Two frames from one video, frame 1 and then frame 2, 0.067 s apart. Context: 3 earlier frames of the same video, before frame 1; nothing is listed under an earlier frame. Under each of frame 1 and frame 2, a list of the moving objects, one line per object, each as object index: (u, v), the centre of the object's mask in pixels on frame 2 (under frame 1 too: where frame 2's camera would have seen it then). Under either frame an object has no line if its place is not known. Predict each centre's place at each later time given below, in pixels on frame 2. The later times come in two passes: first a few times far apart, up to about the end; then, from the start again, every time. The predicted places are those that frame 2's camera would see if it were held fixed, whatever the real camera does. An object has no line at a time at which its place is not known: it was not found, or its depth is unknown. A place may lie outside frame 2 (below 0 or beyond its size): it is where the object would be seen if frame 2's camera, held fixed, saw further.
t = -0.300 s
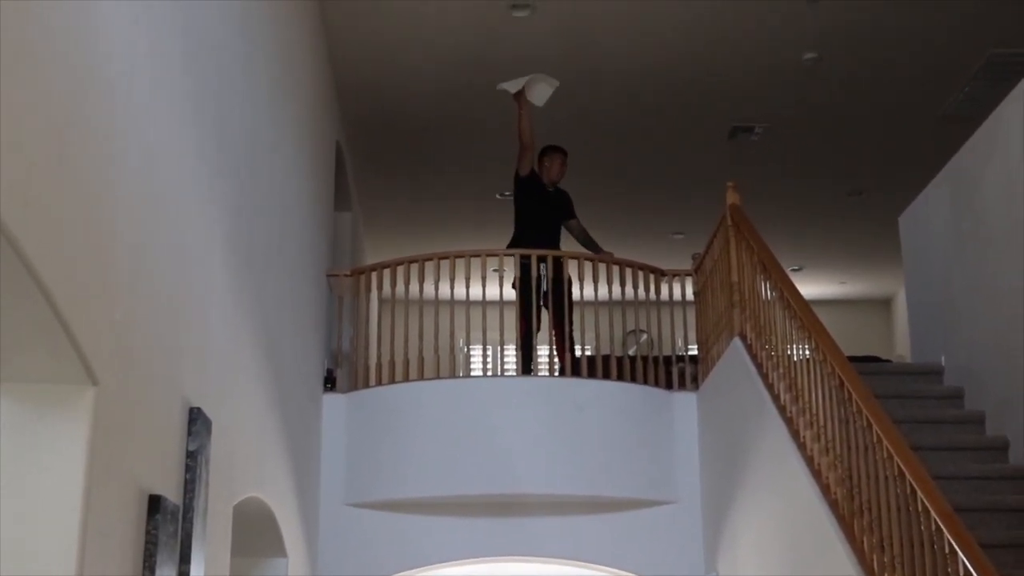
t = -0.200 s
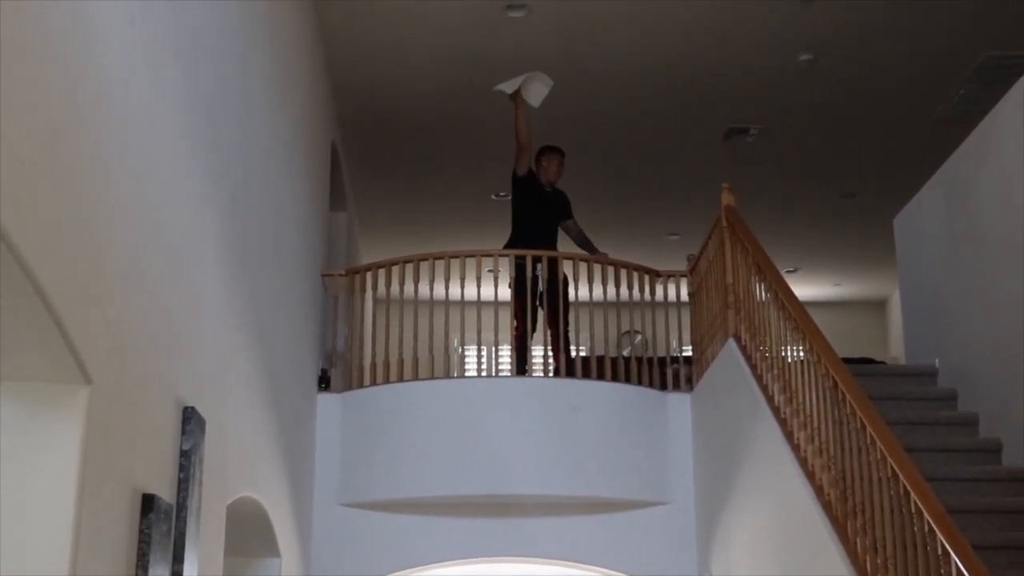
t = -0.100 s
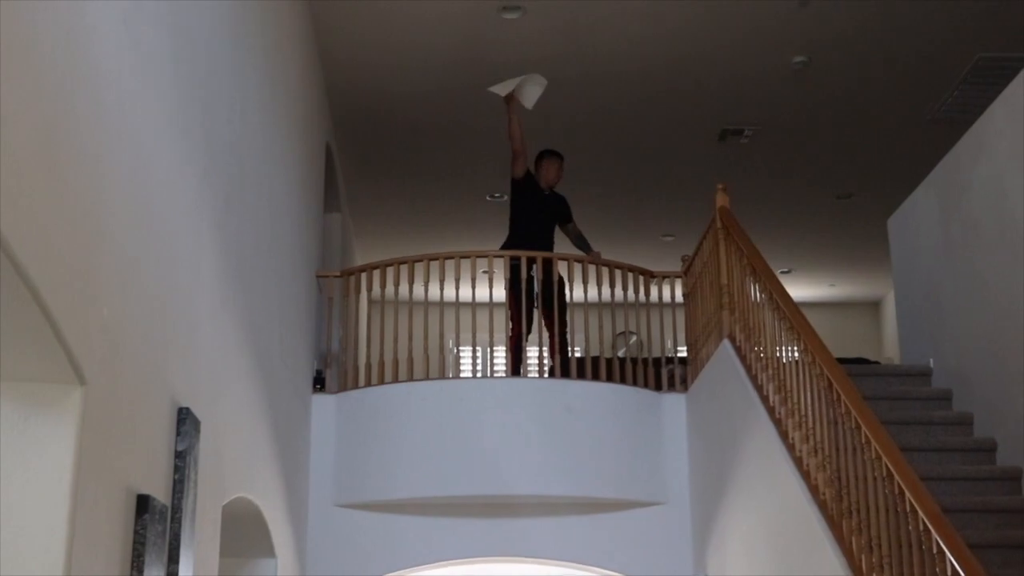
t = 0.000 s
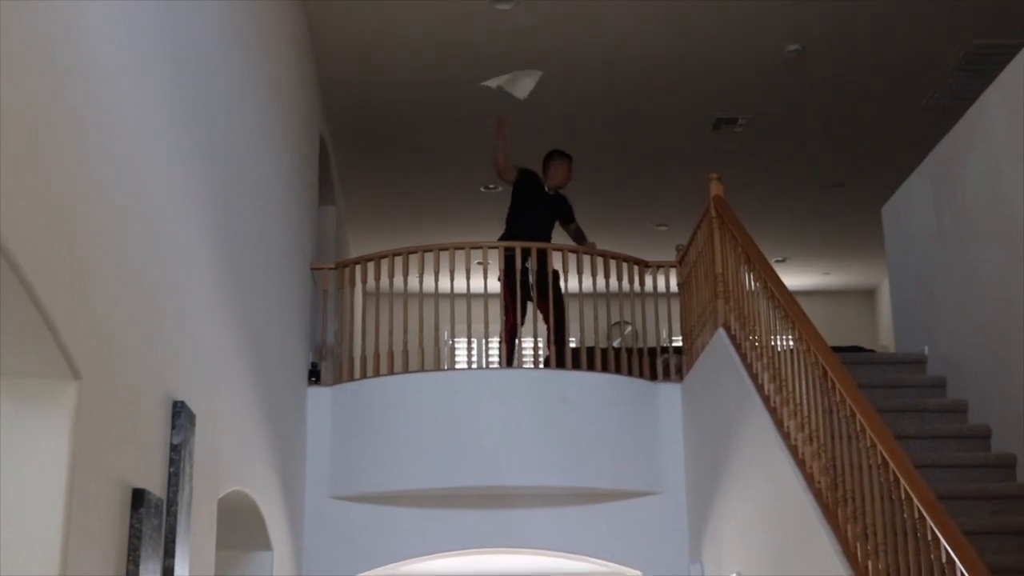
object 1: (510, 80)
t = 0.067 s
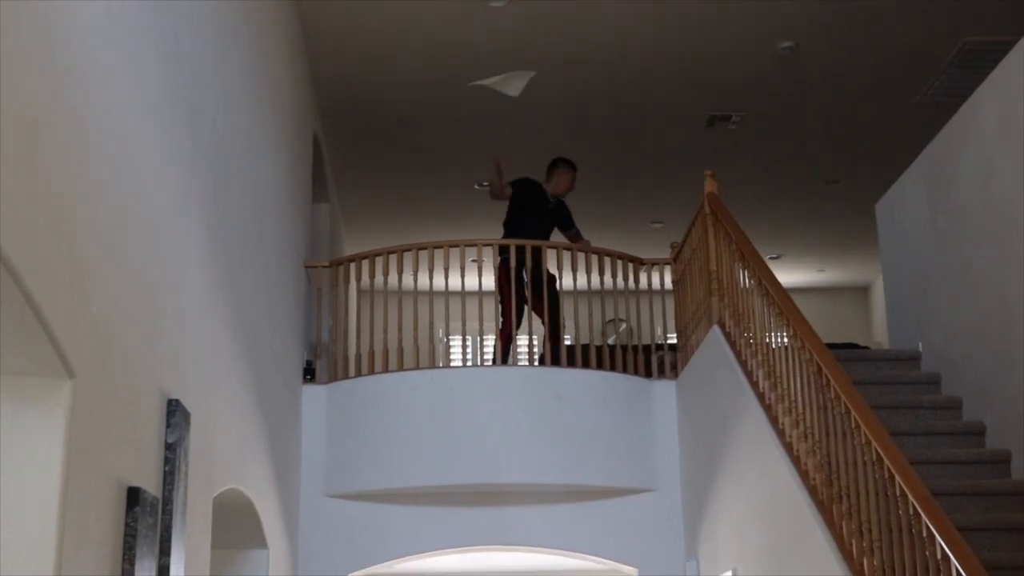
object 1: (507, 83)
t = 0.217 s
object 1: (497, 88)
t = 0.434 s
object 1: (488, 95)
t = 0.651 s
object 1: (480, 110)
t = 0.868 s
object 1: (481, 158)
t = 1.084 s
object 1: (480, 210)
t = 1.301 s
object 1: (477, 238)
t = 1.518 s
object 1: (478, 264)
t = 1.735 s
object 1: (483, 299)
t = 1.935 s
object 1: (476, 325)
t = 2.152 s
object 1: (468, 358)
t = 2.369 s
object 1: (445, 397)
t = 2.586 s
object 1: (436, 457)
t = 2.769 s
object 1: (459, 505)
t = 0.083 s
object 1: (506, 83)
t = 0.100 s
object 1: (504, 84)
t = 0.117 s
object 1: (503, 85)
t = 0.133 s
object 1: (502, 85)
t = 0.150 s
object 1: (500, 86)
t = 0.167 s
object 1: (500, 87)
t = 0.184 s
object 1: (499, 87)
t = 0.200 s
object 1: (498, 88)
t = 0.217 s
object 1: (497, 88)
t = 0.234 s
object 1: (496, 89)
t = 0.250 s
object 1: (495, 89)
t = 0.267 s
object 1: (494, 90)
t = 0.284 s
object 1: (494, 90)
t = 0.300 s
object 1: (493, 91)
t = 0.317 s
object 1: (492, 91)
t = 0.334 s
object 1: (492, 92)
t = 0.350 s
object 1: (491, 92)
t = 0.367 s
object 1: (491, 93)
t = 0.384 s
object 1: (490, 93)
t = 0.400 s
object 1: (489, 94)
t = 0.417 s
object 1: (488, 95)
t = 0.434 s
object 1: (488, 95)
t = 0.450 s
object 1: (487, 96)
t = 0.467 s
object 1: (486, 97)
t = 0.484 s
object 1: (485, 97)
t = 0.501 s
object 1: (485, 98)
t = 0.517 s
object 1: (484, 99)
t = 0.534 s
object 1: (483, 100)
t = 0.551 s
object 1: (482, 101)
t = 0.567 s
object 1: (482, 102)
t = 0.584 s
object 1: (481, 103)
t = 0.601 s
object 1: (481, 105)
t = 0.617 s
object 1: (480, 106)
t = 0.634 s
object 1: (480, 108)
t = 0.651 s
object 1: (480, 110)
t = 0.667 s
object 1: (480, 112)
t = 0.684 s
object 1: (479, 115)
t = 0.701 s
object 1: (479, 118)
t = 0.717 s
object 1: (479, 121)
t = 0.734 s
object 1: (479, 124)
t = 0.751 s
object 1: (479, 128)
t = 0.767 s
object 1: (479, 132)
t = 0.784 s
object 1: (479, 136)
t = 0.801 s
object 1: (479, 140)
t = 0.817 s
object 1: (479, 144)
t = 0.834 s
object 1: (480, 149)
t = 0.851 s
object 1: (480, 153)
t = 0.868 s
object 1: (481, 158)
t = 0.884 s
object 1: (481, 162)
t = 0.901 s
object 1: (482, 166)
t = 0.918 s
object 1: (482, 170)
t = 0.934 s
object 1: (483, 175)
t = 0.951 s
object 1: (484, 179)
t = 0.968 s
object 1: (484, 184)
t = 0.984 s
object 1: (484, 188)
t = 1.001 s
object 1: (483, 192)
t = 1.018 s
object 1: (482, 195)
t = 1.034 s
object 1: (481, 199)
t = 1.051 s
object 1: (480, 202)
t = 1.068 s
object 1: (480, 206)
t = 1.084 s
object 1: (480, 210)
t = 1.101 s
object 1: (480, 214)
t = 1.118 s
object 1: (479, 217)
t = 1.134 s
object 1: (479, 219)
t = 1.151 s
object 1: (479, 221)
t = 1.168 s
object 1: (479, 222)
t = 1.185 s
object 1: (480, 224)
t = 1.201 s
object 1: (480, 226)
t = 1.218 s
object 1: (479, 228)
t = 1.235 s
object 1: (480, 230)
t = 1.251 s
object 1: (479, 232)
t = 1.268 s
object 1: (479, 234)
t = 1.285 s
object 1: (478, 236)
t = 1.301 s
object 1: (477, 238)
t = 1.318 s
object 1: (477, 240)
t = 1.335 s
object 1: (477, 242)
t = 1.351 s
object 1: (477, 244)
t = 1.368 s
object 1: (477, 246)
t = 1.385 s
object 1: (477, 248)
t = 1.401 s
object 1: (478, 250)
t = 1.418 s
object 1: (478, 252)
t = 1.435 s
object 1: (477, 254)
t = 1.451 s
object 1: (477, 255)
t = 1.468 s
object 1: (477, 257)
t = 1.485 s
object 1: (478, 259)
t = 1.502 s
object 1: (478, 261)
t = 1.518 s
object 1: (478, 264)
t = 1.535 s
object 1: (479, 266)
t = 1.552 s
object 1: (479, 268)
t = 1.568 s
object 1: (479, 272)
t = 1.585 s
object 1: (479, 273)
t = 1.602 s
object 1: (479, 276)
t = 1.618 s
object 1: (480, 279)
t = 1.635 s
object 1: (481, 282)
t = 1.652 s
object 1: (481, 285)
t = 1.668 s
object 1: (481, 288)
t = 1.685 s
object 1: (482, 291)
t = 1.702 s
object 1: (483, 294)
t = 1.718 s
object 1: (483, 297)
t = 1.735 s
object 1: (483, 299)
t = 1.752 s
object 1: (482, 302)
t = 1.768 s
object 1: (481, 305)
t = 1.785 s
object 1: (481, 307)
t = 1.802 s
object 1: (482, 309)
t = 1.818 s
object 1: (481, 311)
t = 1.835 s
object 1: (481, 312)
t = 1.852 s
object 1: (480, 315)
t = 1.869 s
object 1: (479, 316)
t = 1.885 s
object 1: (478, 319)
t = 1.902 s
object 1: (479, 320)
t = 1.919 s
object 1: (477, 322)
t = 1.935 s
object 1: (476, 325)
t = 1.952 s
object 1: (477, 327)
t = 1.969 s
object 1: (476, 329)
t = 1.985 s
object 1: (475, 331)
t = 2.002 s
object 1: (475, 335)
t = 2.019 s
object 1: (474, 337)
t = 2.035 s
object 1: (476, 339)
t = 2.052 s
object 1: (474, 342)
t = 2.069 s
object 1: (473, 344)
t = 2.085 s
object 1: (473, 347)
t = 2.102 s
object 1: (471, 350)
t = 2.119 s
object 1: (471, 352)
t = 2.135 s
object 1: (470, 356)
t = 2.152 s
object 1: (468, 358)
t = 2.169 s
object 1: (467, 361)
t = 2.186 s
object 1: (465, 363)
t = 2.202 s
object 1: (463, 366)
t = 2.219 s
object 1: (461, 369)
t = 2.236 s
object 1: (459, 372)
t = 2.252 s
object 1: (457, 376)
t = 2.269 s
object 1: (455, 378)
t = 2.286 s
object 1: (454, 381)
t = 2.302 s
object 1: (453, 384)
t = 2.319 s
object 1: (451, 387)
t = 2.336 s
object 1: (448, 390)
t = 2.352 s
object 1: (446, 393)
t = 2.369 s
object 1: (445, 397)
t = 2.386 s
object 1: (443, 401)
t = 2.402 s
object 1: (441, 405)
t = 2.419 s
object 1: (440, 409)
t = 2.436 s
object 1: (439, 414)
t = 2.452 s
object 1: (439, 417)
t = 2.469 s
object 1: (439, 426)
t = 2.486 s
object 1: (438, 429)
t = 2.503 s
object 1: (437, 431)
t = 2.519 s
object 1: (437, 436)
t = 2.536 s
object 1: (436, 440)
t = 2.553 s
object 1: (436, 446)
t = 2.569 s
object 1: (436, 453)
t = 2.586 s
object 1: (436, 457)
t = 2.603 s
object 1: (440, 465)
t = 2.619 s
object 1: (443, 470)
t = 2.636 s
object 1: (446, 474)
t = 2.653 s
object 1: (447, 479)
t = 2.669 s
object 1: (448, 482)
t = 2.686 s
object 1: (448, 486)
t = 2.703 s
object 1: (452, 493)
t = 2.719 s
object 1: (453, 495)
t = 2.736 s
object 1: (454, 498)
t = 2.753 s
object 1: (457, 502)
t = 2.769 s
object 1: (459, 505)
